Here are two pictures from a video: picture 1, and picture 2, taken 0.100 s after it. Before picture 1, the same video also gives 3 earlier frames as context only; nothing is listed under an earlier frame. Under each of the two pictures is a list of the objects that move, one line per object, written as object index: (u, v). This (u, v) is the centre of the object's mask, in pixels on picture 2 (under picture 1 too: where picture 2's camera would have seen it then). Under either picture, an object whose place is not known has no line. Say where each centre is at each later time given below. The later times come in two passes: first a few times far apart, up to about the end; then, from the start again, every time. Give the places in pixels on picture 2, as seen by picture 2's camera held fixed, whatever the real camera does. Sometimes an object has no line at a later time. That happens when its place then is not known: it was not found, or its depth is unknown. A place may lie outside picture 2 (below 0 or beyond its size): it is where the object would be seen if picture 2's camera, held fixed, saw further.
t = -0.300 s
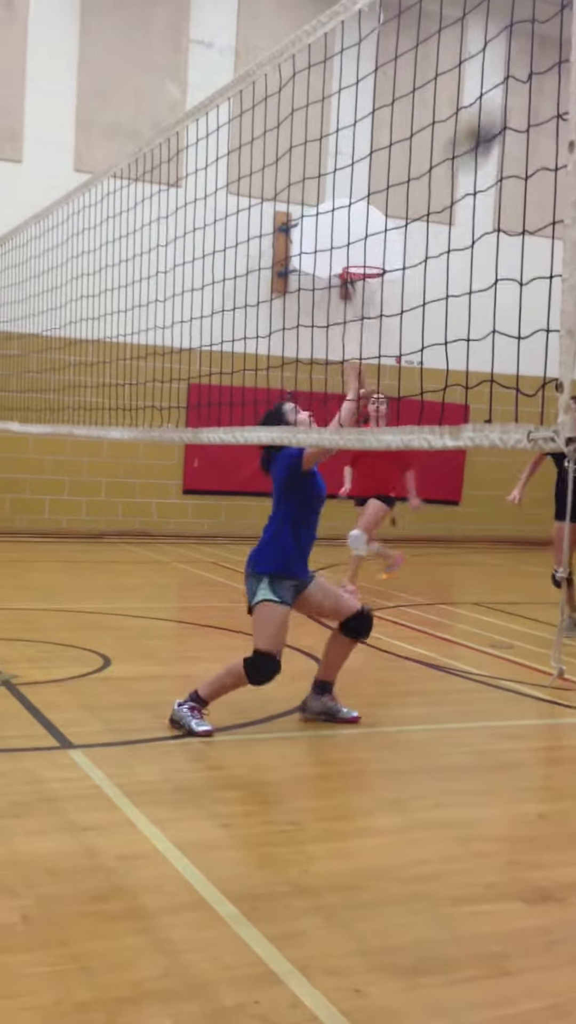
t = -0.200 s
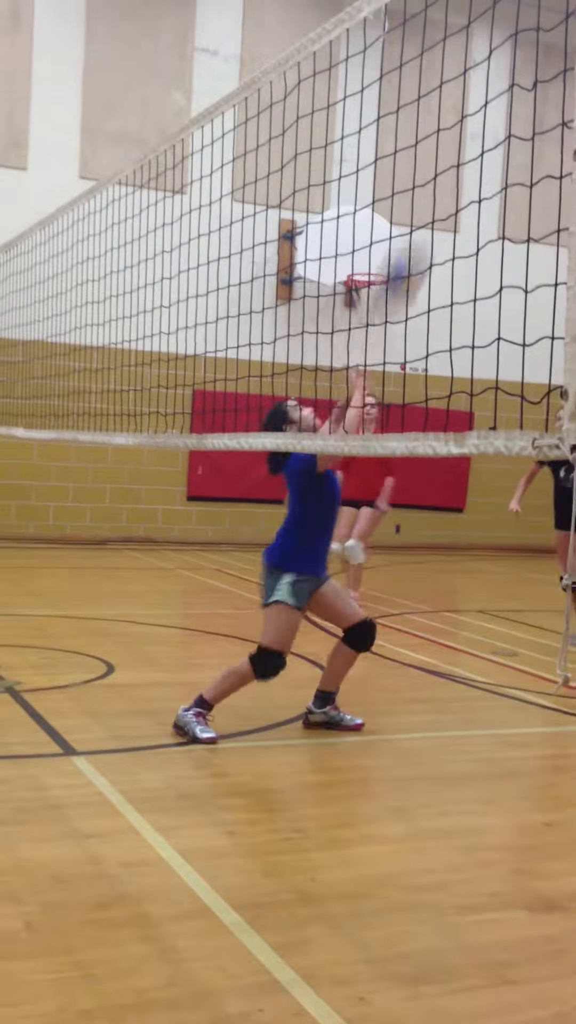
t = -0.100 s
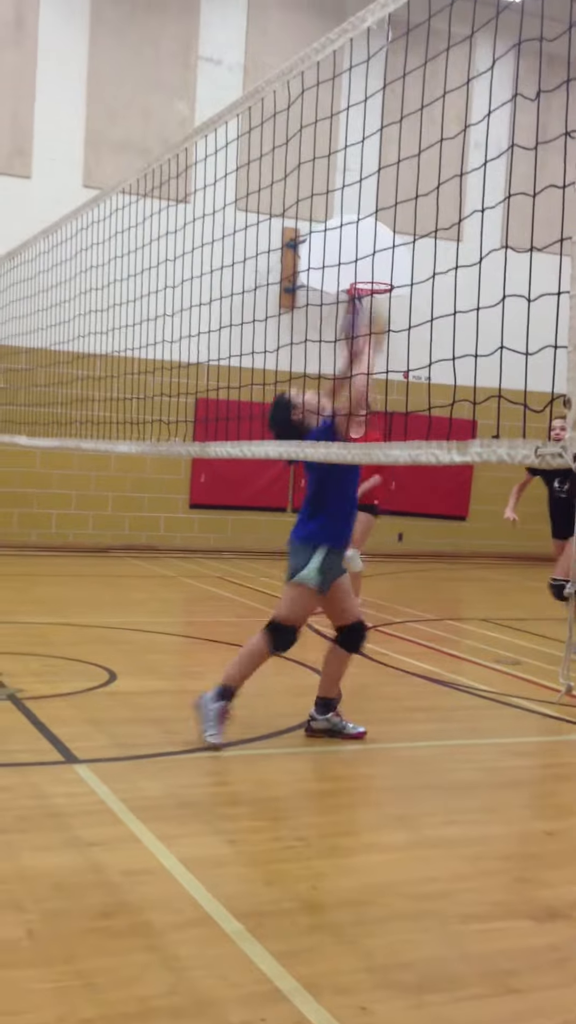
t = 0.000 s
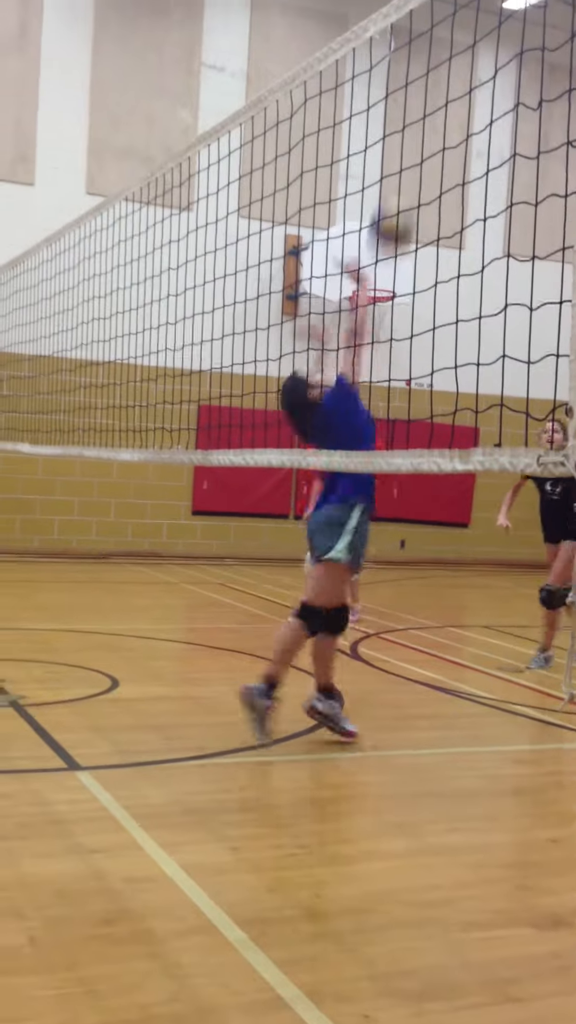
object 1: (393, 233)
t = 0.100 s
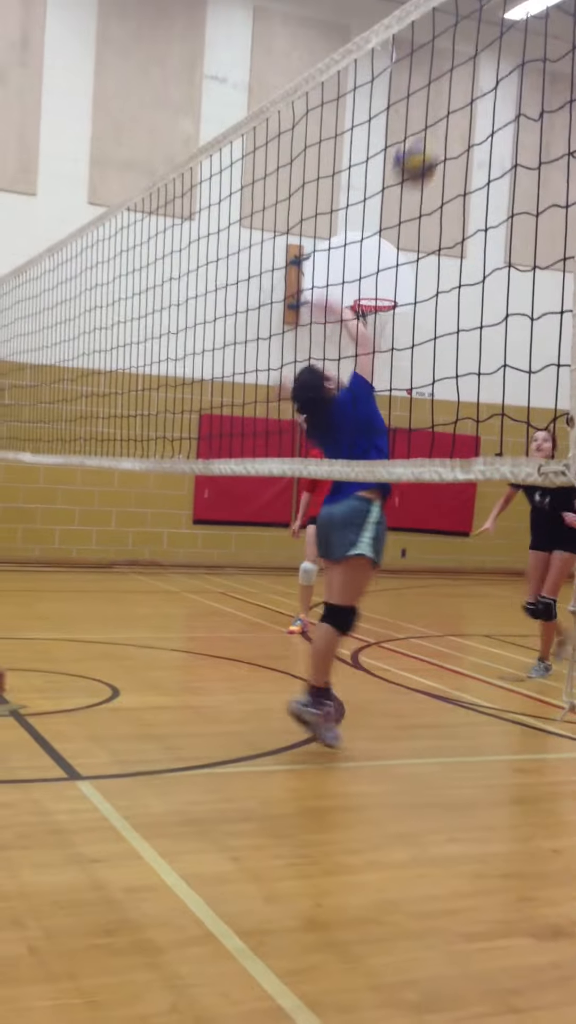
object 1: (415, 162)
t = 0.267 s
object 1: (447, 90)
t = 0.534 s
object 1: (483, 97)
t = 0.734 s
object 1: (499, 190)
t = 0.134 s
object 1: (423, 140)
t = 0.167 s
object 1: (428, 124)
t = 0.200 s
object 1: (435, 110)
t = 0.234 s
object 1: (440, 100)
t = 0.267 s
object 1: (447, 90)
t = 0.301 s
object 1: (452, 84)
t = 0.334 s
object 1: (457, 79)
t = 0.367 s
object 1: (463, 76)
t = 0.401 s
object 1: (467, 76)
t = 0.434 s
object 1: (472, 79)
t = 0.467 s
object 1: (475, 83)
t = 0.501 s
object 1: (479, 89)
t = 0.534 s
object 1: (483, 97)
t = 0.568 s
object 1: (488, 109)
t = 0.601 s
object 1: (490, 122)
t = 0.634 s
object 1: (492, 133)
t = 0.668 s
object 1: (495, 153)
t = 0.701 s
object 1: (496, 169)
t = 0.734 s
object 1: (499, 190)
